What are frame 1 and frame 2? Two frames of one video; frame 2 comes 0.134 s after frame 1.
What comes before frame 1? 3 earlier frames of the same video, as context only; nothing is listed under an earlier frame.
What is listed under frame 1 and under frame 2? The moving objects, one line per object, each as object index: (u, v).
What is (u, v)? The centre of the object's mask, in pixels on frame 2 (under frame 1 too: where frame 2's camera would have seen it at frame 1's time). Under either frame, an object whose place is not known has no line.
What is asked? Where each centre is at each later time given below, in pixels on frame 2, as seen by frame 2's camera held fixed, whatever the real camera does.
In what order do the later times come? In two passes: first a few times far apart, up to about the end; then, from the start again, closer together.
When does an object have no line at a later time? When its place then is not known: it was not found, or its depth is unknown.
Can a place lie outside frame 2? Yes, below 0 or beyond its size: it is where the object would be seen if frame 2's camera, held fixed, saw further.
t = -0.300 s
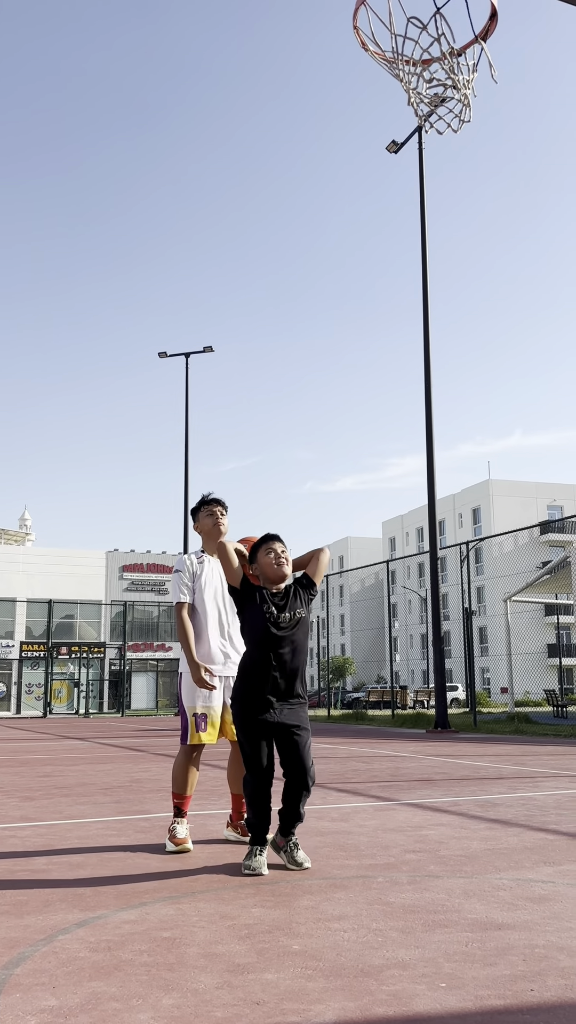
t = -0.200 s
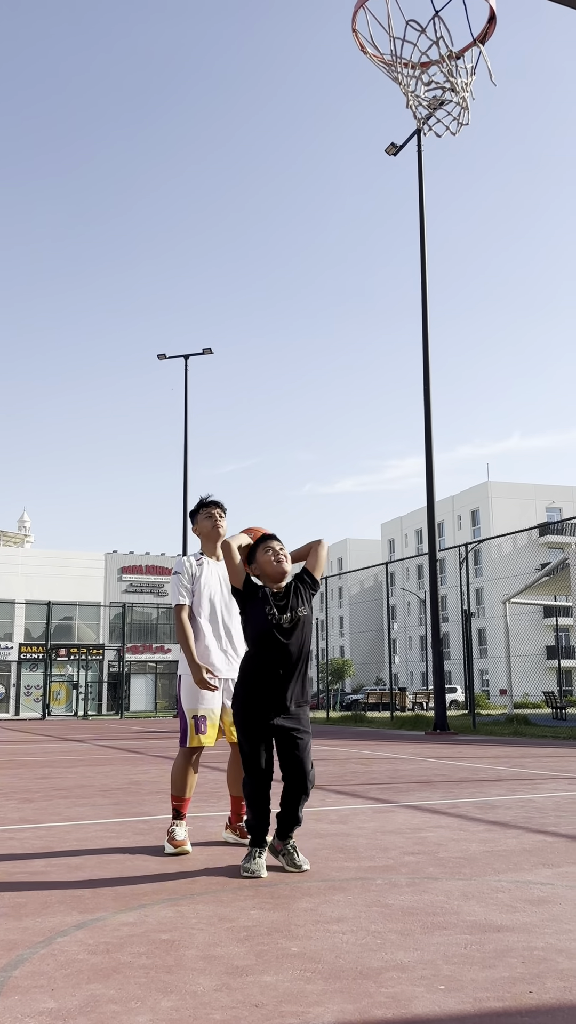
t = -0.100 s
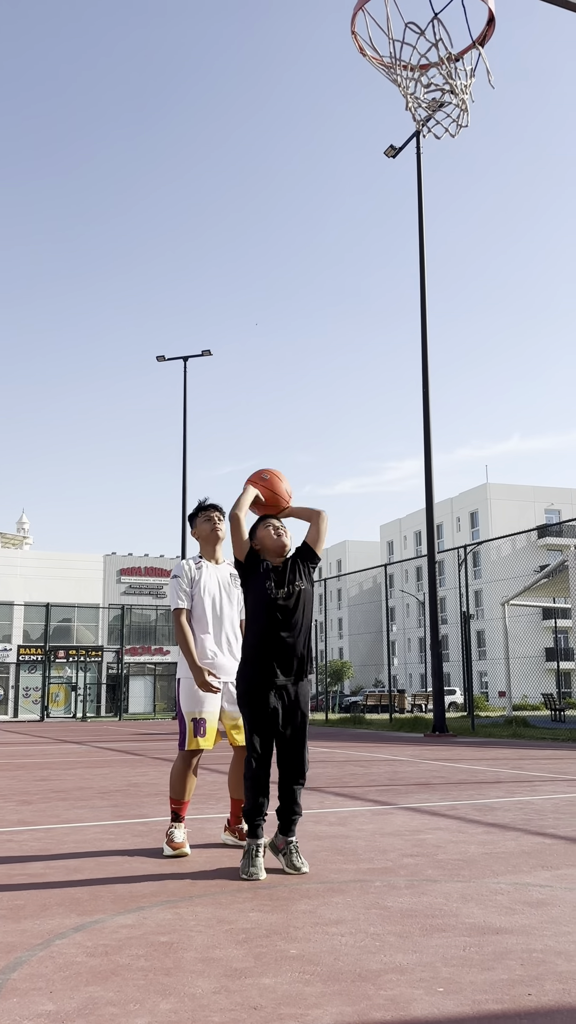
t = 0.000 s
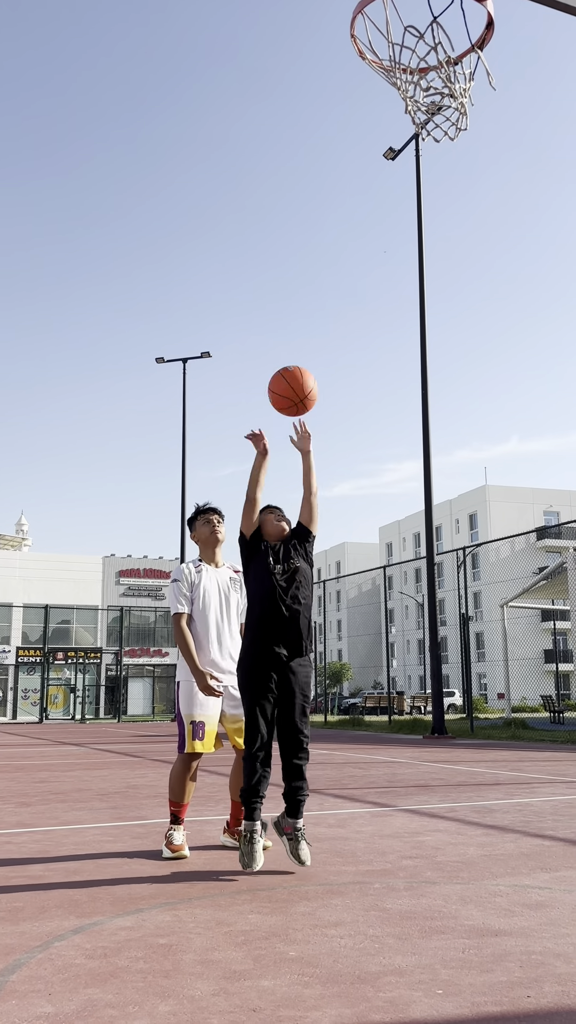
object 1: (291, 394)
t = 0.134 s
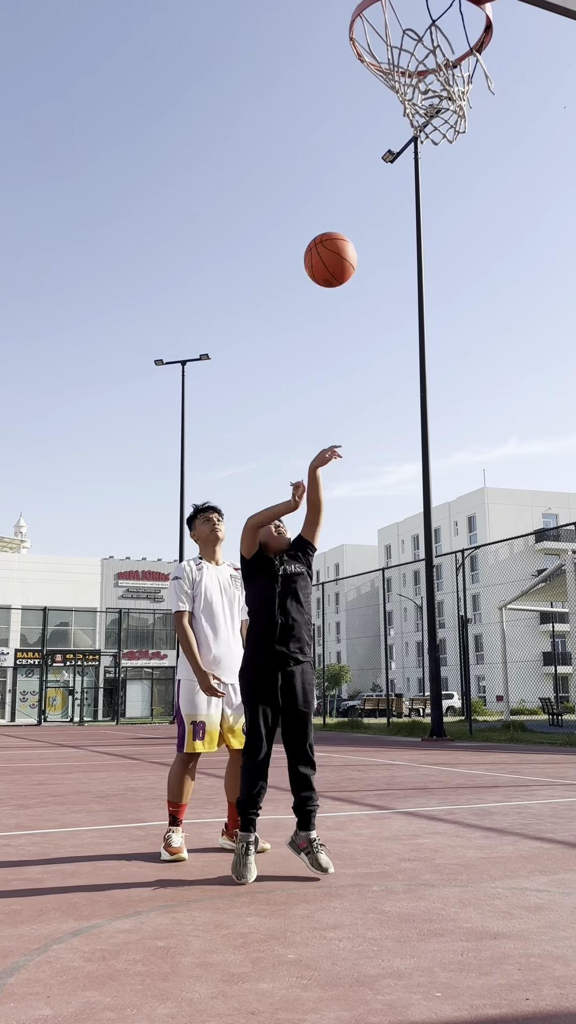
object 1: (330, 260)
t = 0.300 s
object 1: (384, 128)
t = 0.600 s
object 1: (519, 17)
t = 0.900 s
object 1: (481, 248)
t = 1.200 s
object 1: (440, 658)
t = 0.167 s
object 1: (341, 230)
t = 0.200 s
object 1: (351, 202)
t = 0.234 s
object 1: (362, 175)
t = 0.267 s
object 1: (374, 150)
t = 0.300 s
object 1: (384, 128)
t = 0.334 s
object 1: (387, 112)
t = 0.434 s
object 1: (436, 44)
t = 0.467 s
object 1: (454, 30)
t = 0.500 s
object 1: (467, 24)
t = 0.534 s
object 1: (504, 17)
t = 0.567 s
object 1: (510, 16)
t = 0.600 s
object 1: (519, 17)
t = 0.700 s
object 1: (525, 43)
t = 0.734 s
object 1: (517, 74)
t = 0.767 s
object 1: (509, 107)
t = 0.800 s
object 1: (501, 139)
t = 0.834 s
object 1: (494, 174)
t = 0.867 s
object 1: (487, 211)
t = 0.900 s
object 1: (481, 248)
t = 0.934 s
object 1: (475, 288)
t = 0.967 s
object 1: (469, 329)
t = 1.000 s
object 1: (464, 372)
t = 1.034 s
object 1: (459, 416)
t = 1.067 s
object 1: (454, 462)
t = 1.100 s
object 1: (450, 508)
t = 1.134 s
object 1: (447, 556)
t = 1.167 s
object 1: (443, 606)
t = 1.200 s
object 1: (440, 658)
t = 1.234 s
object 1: (438, 711)
